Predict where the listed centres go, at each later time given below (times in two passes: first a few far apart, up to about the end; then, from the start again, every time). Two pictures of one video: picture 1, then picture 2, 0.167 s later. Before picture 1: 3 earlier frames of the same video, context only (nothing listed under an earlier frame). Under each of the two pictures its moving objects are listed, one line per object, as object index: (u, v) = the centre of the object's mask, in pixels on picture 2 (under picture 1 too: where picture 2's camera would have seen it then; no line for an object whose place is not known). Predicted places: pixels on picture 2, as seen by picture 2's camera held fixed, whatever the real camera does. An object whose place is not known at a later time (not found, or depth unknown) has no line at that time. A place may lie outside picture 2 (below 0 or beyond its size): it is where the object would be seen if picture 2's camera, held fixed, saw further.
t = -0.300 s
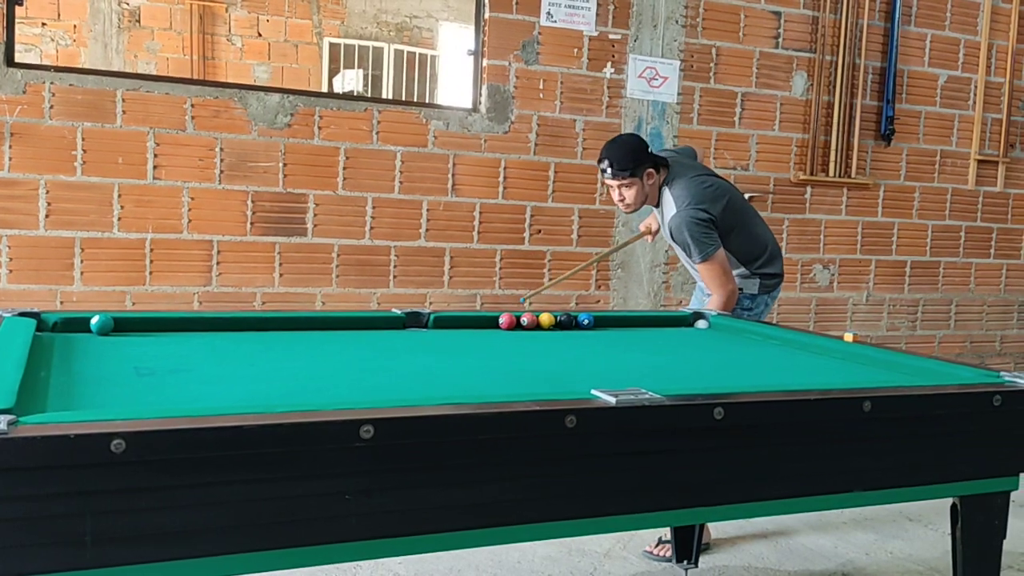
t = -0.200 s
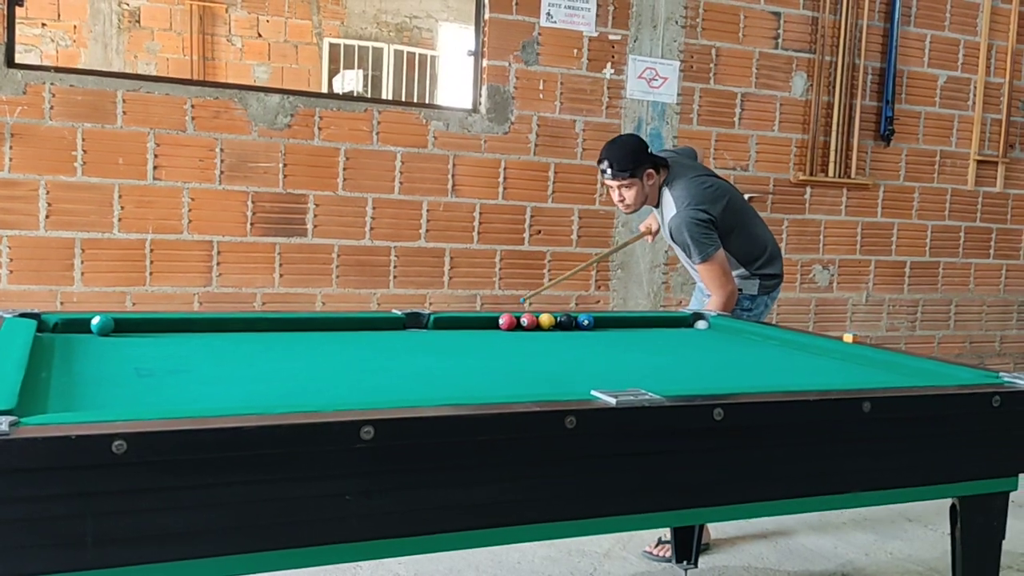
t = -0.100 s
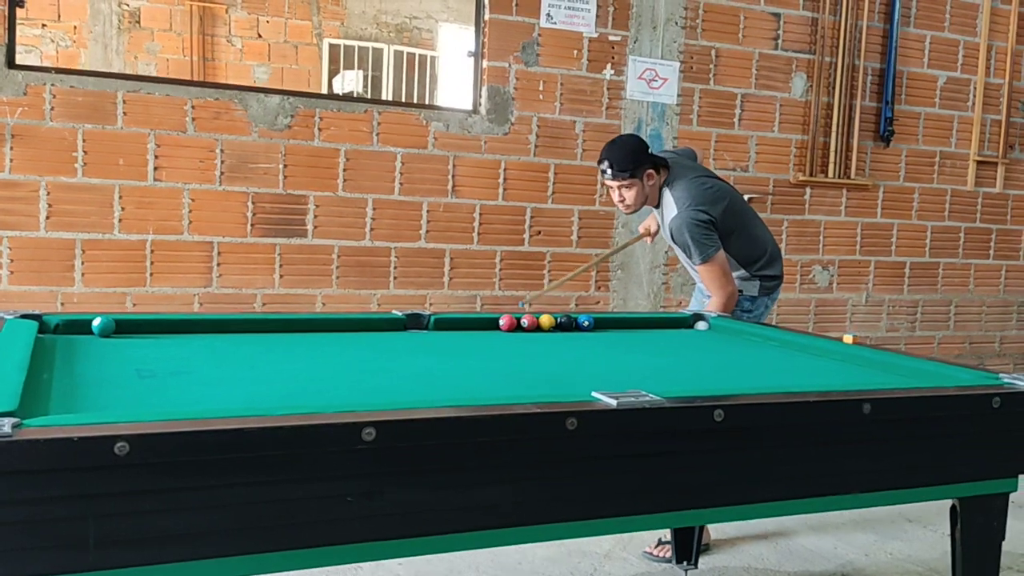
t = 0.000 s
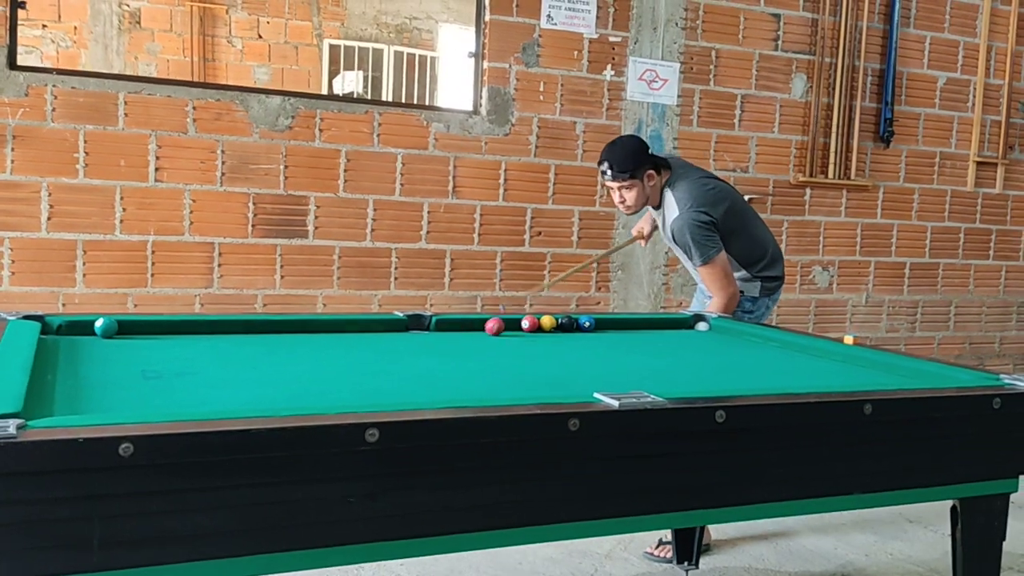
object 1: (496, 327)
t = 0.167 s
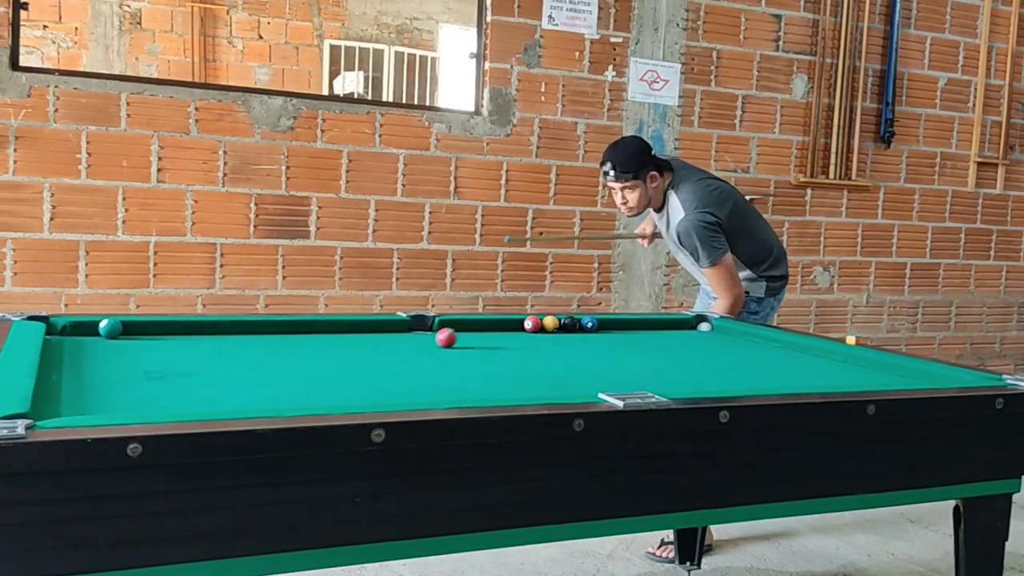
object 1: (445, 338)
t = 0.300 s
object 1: (397, 348)
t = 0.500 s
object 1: (303, 367)
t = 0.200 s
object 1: (434, 340)
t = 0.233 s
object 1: (422, 342)
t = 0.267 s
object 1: (410, 345)
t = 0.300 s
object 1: (397, 348)
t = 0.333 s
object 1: (382, 351)
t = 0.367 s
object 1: (368, 354)
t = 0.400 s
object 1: (353, 357)
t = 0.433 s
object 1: (337, 360)
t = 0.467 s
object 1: (320, 364)
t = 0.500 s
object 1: (303, 367)
